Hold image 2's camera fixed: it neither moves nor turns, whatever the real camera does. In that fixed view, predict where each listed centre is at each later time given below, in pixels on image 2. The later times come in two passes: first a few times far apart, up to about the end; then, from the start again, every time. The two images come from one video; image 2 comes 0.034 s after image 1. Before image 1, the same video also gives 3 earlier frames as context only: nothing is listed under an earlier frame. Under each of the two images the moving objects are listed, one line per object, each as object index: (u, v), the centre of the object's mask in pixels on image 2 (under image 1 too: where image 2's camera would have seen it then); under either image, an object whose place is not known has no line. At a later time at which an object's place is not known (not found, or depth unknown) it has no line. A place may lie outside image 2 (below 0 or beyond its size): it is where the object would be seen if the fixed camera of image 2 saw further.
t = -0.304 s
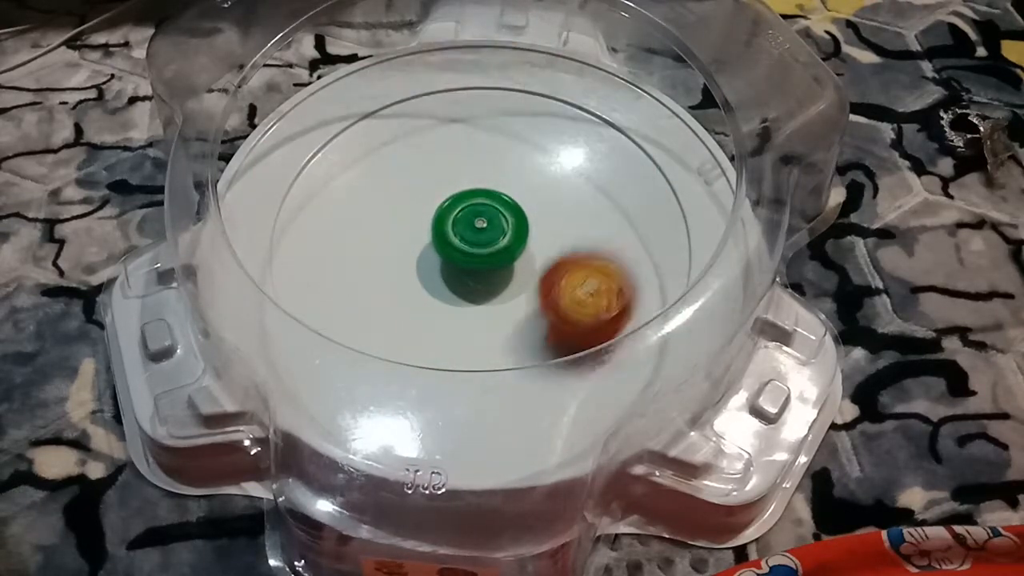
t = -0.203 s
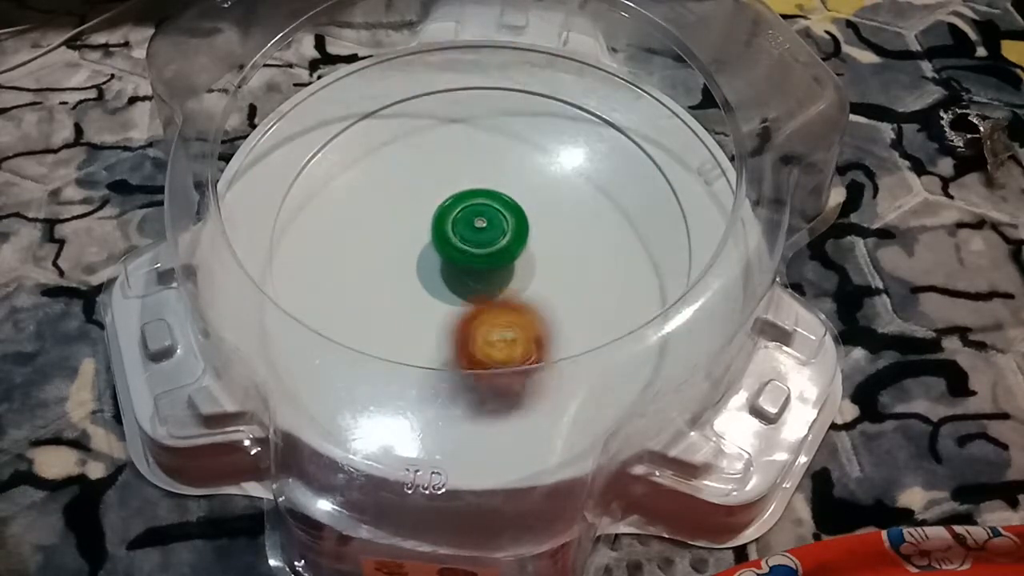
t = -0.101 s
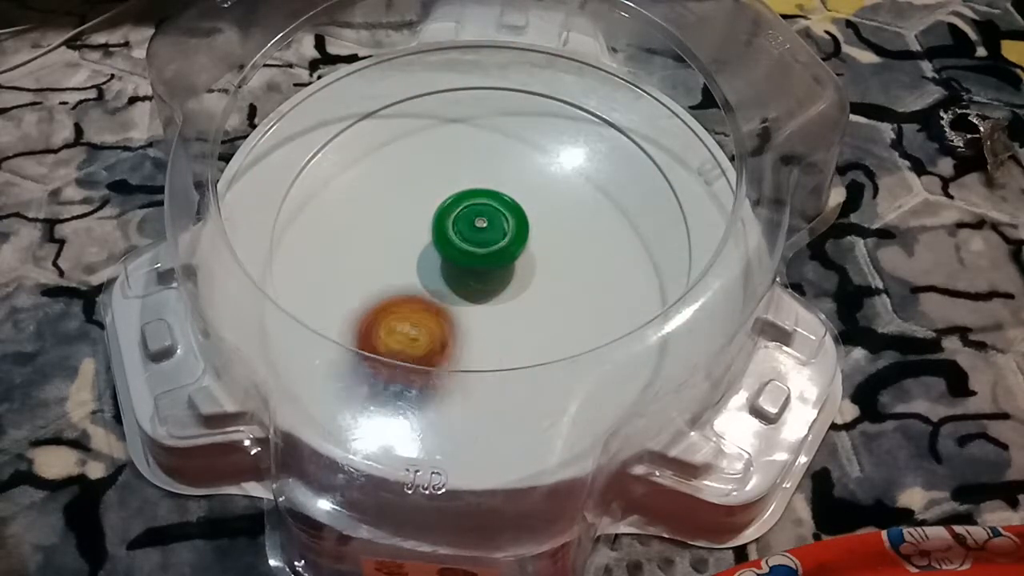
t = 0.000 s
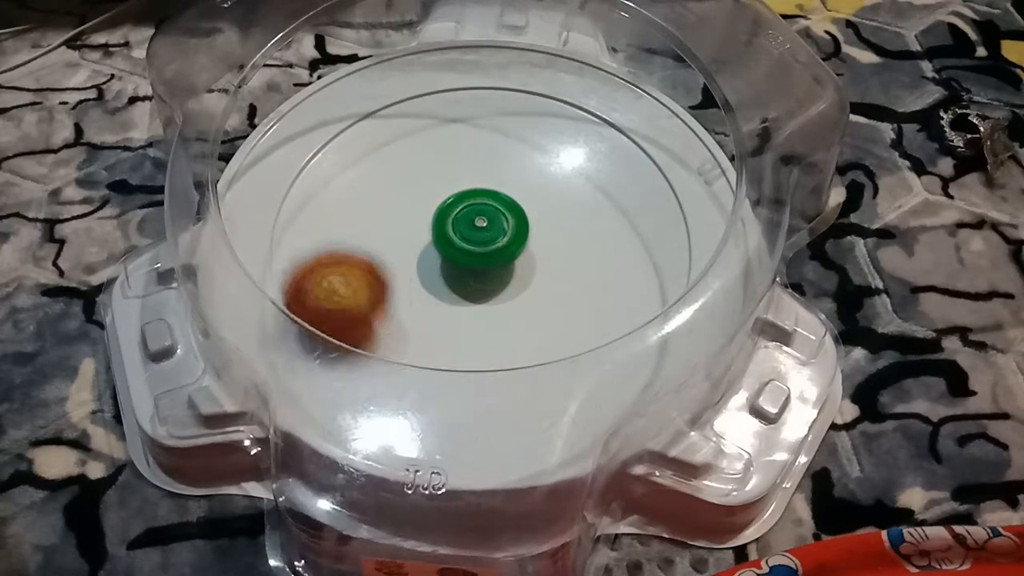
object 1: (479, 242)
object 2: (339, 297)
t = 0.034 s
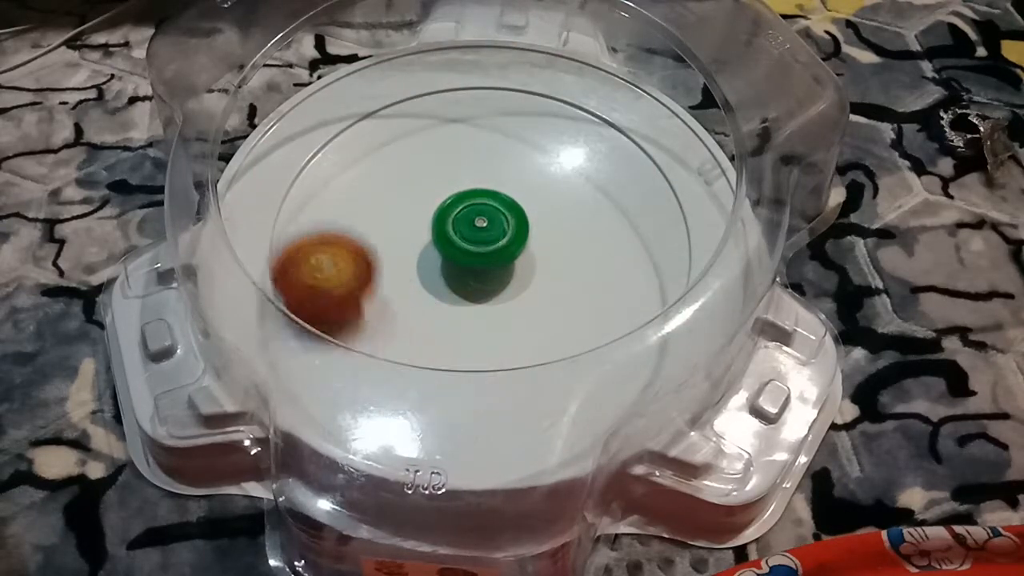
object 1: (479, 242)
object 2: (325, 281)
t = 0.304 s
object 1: (478, 242)
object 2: (426, 143)
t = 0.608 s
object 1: (478, 242)
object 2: (629, 224)
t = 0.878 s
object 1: (478, 242)
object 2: (504, 335)
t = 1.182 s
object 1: (479, 242)
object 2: (364, 193)
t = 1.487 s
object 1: (478, 242)
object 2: (516, 122)
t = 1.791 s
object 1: (478, 242)
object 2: (563, 297)
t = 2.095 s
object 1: (478, 242)
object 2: (375, 298)
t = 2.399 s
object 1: (479, 242)
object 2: (438, 159)
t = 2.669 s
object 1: (478, 242)
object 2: (586, 192)
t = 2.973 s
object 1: (476, 233)
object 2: (503, 314)
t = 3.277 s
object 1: (448, 186)
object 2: (371, 304)
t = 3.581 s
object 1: (520, 105)
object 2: (420, 310)
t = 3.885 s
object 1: (526, 169)
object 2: (508, 280)
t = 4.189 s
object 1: (456, 210)
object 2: (559, 261)
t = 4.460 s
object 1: (456, 223)
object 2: (551, 254)
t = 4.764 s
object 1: (436, 223)
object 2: (553, 262)
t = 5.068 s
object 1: (375, 233)
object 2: (542, 265)
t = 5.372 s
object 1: (418, 246)
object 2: (511, 257)
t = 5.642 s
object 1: (429, 243)
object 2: (517, 234)
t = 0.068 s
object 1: (478, 242)
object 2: (318, 261)
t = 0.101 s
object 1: (478, 242)
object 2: (318, 239)
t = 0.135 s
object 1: (478, 242)
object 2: (324, 218)
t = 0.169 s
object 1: (478, 242)
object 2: (336, 197)
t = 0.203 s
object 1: (478, 242)
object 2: (353, 176)
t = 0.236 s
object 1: (478, 241)
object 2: (374, 164)
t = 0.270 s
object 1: (478, 242)
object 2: (399, 152)
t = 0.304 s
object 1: (478, 242)
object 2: (426, 143)
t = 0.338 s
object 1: (478, 242)
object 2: (454, 137)
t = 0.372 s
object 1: (478, 242)
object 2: (483, 128)
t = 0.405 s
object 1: (478, 242)
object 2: (511, 131)
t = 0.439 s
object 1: (478, 242)
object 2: (538, 149)
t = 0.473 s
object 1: (478, 242)
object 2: (564, 161)
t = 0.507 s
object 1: (478, 242)
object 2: (586, 173)
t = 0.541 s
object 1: (478, 242)
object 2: (606, 178)
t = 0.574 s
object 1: (478, 242)
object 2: (619, 206)
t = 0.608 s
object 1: (478, 242)
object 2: (629, 224)
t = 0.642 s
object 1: (478, 242)
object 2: (634, 245)
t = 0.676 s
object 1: (478, 242)
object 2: (633, 265)
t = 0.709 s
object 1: (478, 242)
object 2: (625, 282)
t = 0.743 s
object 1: (478, 242)
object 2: (611, 298)
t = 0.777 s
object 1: (478, 242)
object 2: (590, 312)
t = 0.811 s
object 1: (478, 242)
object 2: (564, 323)
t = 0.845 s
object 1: (478, 242)
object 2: (535, 331)
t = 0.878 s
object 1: (478, 242)
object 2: (504, 335)
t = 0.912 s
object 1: (479, 240)
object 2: (473, 334)
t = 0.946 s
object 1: (479, 240)
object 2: (442, 328)
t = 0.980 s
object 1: (479, 241)
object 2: (418, 315)
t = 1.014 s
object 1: (478, 242)
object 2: (396, 302)
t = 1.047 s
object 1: (479, 242)
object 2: (380, 283)
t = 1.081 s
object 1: (479, 242)
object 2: (368, 263)
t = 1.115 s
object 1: (479, 242)
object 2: (362, 241)
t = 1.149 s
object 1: (479, 242)
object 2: (361, 221)
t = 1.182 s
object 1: (479, 242)
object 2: (364, 193)
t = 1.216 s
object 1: (479, 242)
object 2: (371, 174)
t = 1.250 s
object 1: (479, 242)
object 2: (381, 157)
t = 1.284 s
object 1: (479, 242)
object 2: (395, 143)
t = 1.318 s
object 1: (479, 242)
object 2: (410, 135)
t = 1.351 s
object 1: (479, 242)
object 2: (430, 122)
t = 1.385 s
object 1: (478, 242)
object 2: (450, 117)
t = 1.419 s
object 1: (478, 242)
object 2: (472, 127)
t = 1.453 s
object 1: (478, 242)
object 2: (494, 117)
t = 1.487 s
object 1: (478, 242)
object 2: (516, 122)
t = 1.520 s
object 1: (478, 242)
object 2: (537, 132)
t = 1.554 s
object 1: (478, 242)
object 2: (555, 147)
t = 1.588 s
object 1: (478, 242)
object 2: (571, 165)
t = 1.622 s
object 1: (478, 242)
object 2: (582, 184)
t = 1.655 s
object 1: (478, 242)
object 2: (588, 217)
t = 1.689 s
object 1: (478, 242)
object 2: (589, 238)
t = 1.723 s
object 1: (478, 242)
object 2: (586, 259)
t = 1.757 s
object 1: (478, 242)
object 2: (576, 280)
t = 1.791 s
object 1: (478, 242)
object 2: (563, 297)
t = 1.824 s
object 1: (477, 240)
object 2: (544, 309)
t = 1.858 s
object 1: (477, 238)
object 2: (523, 318)
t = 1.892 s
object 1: (478, 237)
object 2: (501, 324)
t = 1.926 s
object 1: (478, 238)
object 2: (478, 328)
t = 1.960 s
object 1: (478, 240)
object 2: (454, 329)
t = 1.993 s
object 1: (479, 241)
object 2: (429, 325)
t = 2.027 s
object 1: (479, 242)
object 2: (408, 318)
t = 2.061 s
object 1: (478, 242)
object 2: (391, 309)
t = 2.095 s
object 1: (478, 242)
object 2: (375, 298)
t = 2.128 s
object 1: (479, 242)
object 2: (363, 282)
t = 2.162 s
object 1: (478, 242)
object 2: (358, 264)
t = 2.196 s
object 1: (478, 242)
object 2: (358, 246)
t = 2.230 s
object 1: (479, 242)
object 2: (363, 229)
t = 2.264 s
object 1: (479, 242)
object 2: (372, 212)
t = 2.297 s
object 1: (479, 242)
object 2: (385, 197)
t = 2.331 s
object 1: (479, 242)
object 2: (401, 184)
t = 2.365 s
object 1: (479, 242)
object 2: (418, 172)
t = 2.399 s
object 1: (479, 242)
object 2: (438, 159)
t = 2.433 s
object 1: (479, 242)
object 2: (459, 152)
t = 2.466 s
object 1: (479, 242)
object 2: (481, 150)
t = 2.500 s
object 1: (479, 242)
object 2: (502, 151)
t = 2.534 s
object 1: (478, 242)
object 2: (523, 158)
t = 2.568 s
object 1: (478, 242)
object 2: (541, 159)
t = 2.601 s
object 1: (478, 242)
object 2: (559, 167)
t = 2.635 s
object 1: (478, 242)
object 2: (574, 179)
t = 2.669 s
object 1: (478, 242)
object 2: (586, 192)
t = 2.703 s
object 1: (478, 242)
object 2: (594, 207)
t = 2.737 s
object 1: (478, 242)
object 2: (599, 223)
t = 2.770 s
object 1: (478, 242)
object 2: (598, 242)
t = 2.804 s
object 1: (478, 242)
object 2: (594, 257)
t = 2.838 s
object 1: (478, 242)
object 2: (583, 281)
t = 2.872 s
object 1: (478, 242)
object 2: (568, 295)
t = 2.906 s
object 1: (477, 241)
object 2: (548, 305)
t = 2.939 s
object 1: (476, 238)
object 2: (526, 311)
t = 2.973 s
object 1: (476, 233)
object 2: (503, 314)
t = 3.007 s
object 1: (478, 230)
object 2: (481, 315)
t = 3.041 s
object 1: (476, 226)
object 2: (462, 316)
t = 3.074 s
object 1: (468, 219)
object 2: (444, 322)
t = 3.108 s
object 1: (463, 207)
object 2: (426, 324)
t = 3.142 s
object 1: (457, 196)
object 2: (410, 323)
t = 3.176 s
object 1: (452, 189)
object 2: (396, 321)
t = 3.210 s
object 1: (449, 185)
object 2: (384, 316)
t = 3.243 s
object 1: (447, 184)
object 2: (376, 311)
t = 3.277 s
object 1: (448, 186)
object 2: (371, 304)
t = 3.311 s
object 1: (449, 189)
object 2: (370, 295)
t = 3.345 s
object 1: (452, 192)
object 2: (374, 281)
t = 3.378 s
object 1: (456, 195)
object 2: (383, 268)
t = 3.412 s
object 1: (462, 194)
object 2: (396, 257)
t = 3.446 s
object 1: (472, 178)
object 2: (398, 267)
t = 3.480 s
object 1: (488, 151)
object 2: (401, 283)
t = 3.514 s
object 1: (500, 133)
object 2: (405, 295)
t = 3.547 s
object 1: (511, 115)
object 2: (412, 304)
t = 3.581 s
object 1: (520, 105)
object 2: (420, 310)
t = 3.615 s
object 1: (525, 101)
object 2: (430, 314)
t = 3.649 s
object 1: (530, 100)
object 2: (441, 316)
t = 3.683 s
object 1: (535, 106)
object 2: (452, 317)
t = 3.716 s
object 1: (536, 112)
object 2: (465, 314)
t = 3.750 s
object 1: (537, 120)
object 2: (476, 310)
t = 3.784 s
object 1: (536, 130)
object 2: (486, 305)
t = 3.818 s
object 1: (534, 142)
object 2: (495, 297)
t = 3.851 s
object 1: (530, 155)
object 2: (502, 289)
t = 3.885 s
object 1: (526, 169)
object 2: (508, 280)
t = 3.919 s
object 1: (520, 178)
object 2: (514, 267)
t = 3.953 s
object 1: (512, 180)
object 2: (522, 269)
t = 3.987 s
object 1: (502, 183)
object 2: (529, 270)
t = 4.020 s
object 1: (492, 188)
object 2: (534, 269)
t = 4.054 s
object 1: (487, 192)
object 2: (536, 265)
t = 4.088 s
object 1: (482, 197)
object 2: (538, 261)
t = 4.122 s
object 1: (474, 204)
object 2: (548, 261)
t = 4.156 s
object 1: (465, 207)
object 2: (555, 262)
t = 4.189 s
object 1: (456, 210)
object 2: (559, 261)
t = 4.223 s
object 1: (453, 213)
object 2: (559, 260)
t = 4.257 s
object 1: (451, 217)
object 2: (559, 259)
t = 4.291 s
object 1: (453, 221)
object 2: (557, 258)
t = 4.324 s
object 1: (457, 223)
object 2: (551, 255)
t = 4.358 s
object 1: (460, 225)
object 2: (547, 253)
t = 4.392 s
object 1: (461, 225)
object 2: (548, 254)
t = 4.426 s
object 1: (461, 225)
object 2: (548, 254)
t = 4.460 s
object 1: (456, 223)
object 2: (551, 254)
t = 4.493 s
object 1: (446, 219)
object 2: (560, 259)
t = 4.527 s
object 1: (436, 217)
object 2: (564, 263)
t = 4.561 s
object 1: (432, 216)
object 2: (567, 263)
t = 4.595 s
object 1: (431, 216)
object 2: (568, 264)
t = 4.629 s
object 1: (431, 216)
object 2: (568, 263)
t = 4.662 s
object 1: (432, 218)
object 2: (568, 263)
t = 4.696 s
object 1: (434, 218)
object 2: (567, 262)
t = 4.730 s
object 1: (435, 221)
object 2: (561, 263)
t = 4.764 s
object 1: (436, 223)
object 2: (553, 262)
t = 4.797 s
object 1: (439, 226)
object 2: (545, 262)
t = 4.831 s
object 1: (441, 230)
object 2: (537, 263)
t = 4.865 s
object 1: (442, 233)
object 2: (528, 264)
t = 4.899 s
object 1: (431, 233)
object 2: (528, 262)
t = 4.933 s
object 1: (407, 234)
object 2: (540, 259)
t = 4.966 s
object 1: (393, 232)
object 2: (546, 260)
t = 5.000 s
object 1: (382, 231)
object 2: (548, 263)
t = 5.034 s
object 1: (376, 232)
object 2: (546, 264)
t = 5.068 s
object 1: (375, 233)
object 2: (542, 265)
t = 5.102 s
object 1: (377, 234)
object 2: (536, 267)
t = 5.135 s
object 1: (380, 236)
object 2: (530, 268)
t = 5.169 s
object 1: (384, 239)
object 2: (524, 268)
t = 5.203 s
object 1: (388, 242)
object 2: (518, 266)
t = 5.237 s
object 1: (391, 243)
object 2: (514, 264)
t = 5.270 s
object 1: (396, 245)
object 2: (512, 263)
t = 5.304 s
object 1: (404, 245)
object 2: (510, 261)
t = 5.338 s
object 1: (414, 246)
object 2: (508, 260)
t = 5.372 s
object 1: (418, 246)
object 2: (511, 257)
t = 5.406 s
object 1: (421, 246)
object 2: (515, 254)
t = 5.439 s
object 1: (423, 246)
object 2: (516, 252)
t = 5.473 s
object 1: (425, 246)
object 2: (515, 250)
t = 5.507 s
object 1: (428, 245)
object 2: (515, 248)
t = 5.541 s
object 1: (429, 244)
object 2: (515, 247)
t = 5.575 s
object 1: (429, 244)
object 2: (516, 235)
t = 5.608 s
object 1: (429, 243)
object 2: (517, 234)
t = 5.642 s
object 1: (429, 243)
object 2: (517, 234)
